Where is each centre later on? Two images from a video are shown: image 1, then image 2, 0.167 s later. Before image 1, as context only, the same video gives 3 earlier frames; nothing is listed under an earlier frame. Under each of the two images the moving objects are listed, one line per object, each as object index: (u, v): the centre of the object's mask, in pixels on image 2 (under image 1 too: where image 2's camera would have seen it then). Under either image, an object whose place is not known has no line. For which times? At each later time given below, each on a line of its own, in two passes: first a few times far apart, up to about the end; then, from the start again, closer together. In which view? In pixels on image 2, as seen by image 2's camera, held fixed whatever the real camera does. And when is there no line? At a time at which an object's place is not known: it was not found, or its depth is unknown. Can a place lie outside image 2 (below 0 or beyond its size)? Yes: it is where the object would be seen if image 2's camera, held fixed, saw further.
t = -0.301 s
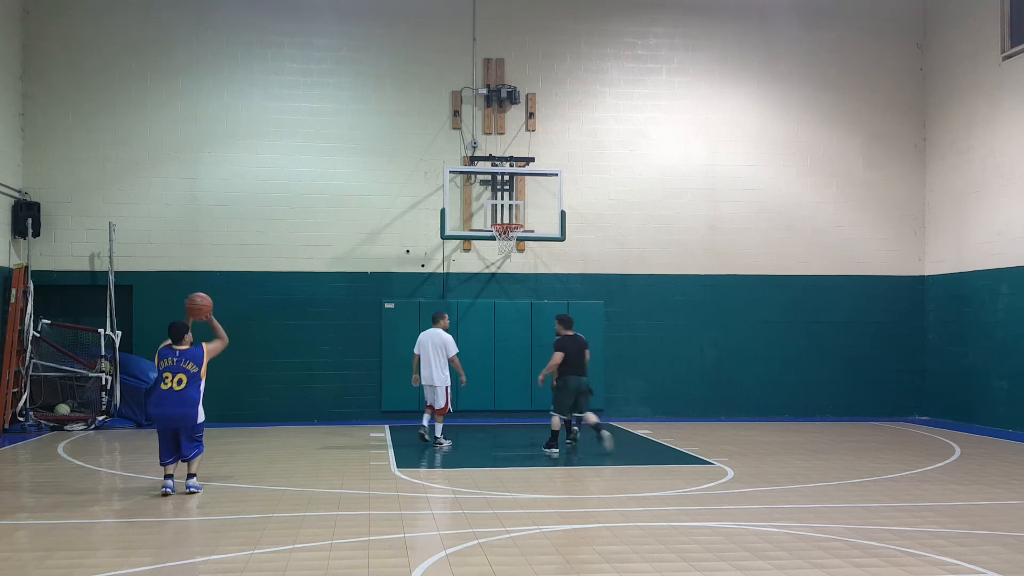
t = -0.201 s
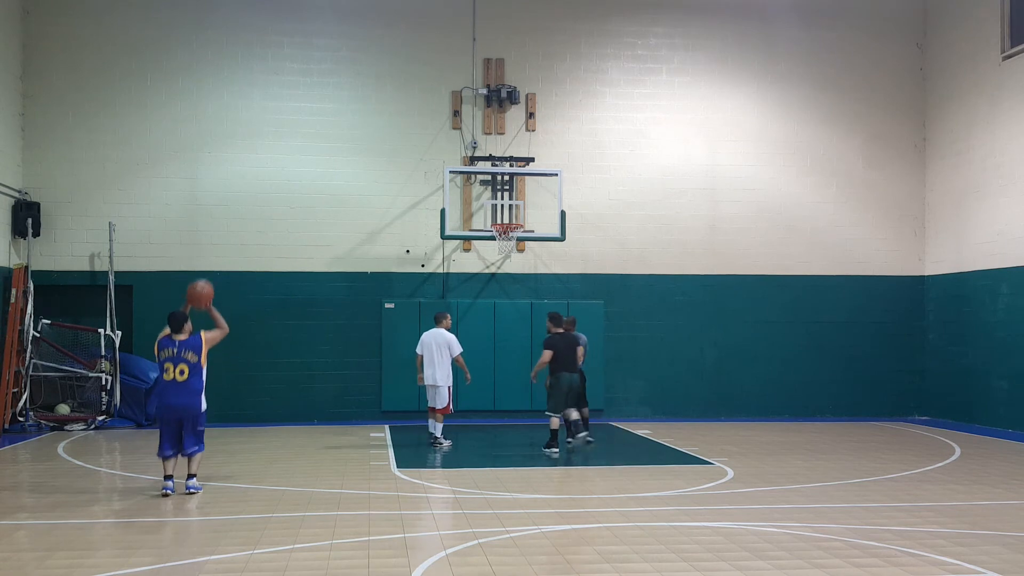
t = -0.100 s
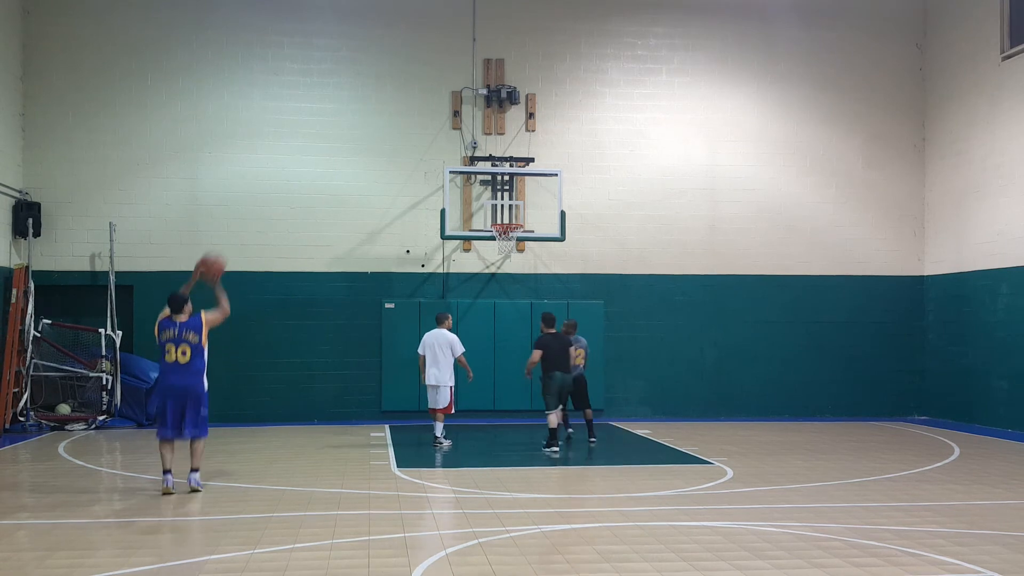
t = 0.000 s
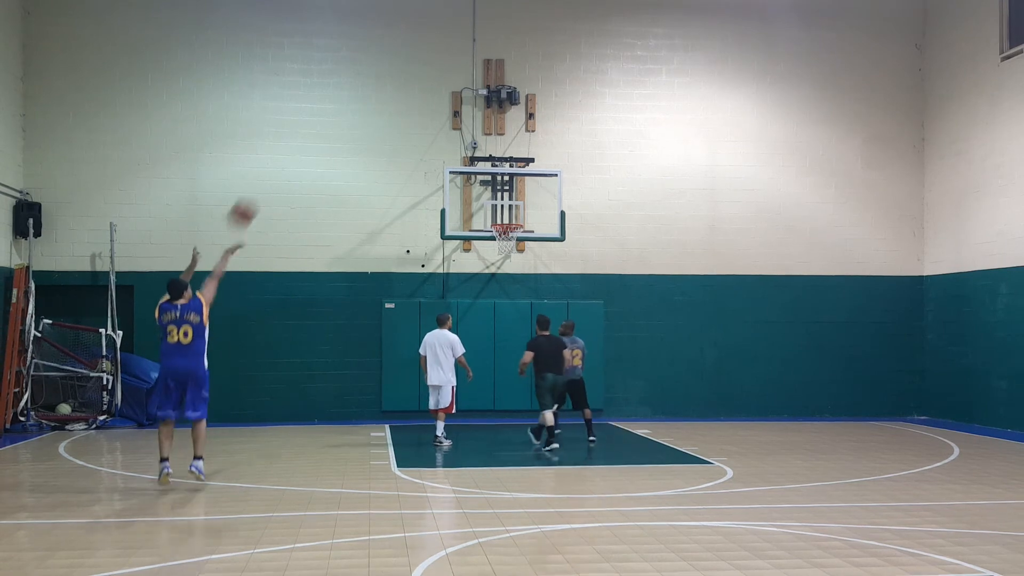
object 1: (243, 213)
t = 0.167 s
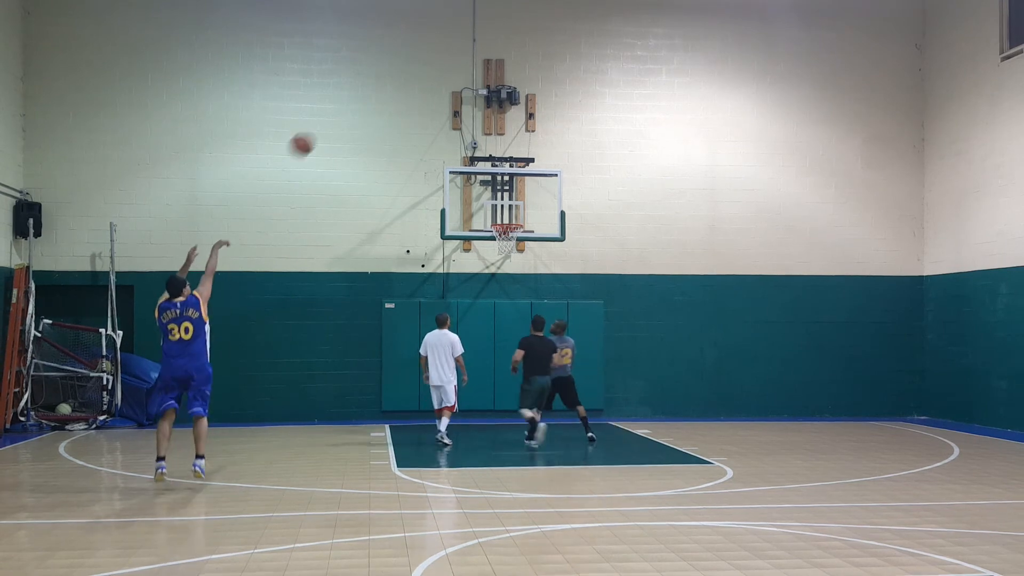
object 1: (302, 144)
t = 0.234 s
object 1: (323, 127)
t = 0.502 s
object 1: (395, 100)
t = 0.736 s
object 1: (444, 125)
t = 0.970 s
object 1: (489, 182)
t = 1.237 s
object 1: (516, 211)
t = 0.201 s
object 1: (313, 135)
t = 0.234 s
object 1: (323, 127)
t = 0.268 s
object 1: (333, 120)
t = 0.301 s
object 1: (343, 114)
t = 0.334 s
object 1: (352, 109)
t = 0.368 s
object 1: (362, 105)
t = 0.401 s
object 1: (370, 102)
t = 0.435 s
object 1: (379, 101)
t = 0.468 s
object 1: (387, 100)
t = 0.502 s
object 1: (395, 100)
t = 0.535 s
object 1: (402, 101)
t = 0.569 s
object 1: (410, 103)
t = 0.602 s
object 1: (418, 106)
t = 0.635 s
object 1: (425, 109)
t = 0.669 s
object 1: (432, 113)
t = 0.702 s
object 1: (439, 119)
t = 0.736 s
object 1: (444, 125)
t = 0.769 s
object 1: (452, 131)
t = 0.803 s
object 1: (458, 138)
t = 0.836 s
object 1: (465, 145)
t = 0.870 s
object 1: (471, 153)
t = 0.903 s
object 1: (476, 162)
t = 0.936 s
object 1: (483, 171)
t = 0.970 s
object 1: (489, 182)
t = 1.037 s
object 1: (499, 202)
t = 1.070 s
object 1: (505, 214)
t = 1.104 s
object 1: (507, 216)
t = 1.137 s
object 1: (509, 213)
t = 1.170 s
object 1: (511, 212)
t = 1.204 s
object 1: (514, 211)
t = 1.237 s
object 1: (516, 211)
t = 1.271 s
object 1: (517, 211)
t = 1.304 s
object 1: (520, 210)
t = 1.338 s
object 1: (522, 208)
